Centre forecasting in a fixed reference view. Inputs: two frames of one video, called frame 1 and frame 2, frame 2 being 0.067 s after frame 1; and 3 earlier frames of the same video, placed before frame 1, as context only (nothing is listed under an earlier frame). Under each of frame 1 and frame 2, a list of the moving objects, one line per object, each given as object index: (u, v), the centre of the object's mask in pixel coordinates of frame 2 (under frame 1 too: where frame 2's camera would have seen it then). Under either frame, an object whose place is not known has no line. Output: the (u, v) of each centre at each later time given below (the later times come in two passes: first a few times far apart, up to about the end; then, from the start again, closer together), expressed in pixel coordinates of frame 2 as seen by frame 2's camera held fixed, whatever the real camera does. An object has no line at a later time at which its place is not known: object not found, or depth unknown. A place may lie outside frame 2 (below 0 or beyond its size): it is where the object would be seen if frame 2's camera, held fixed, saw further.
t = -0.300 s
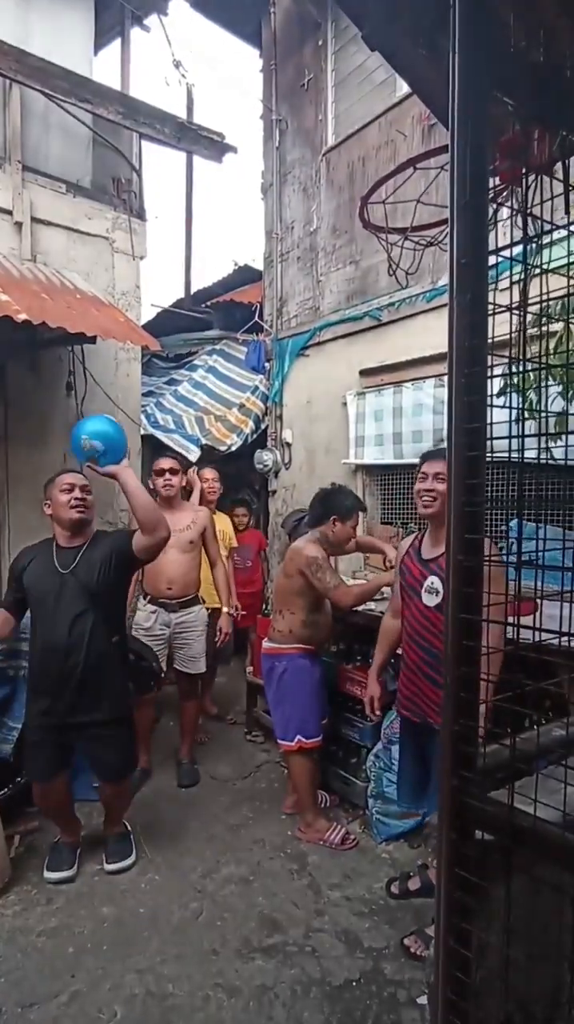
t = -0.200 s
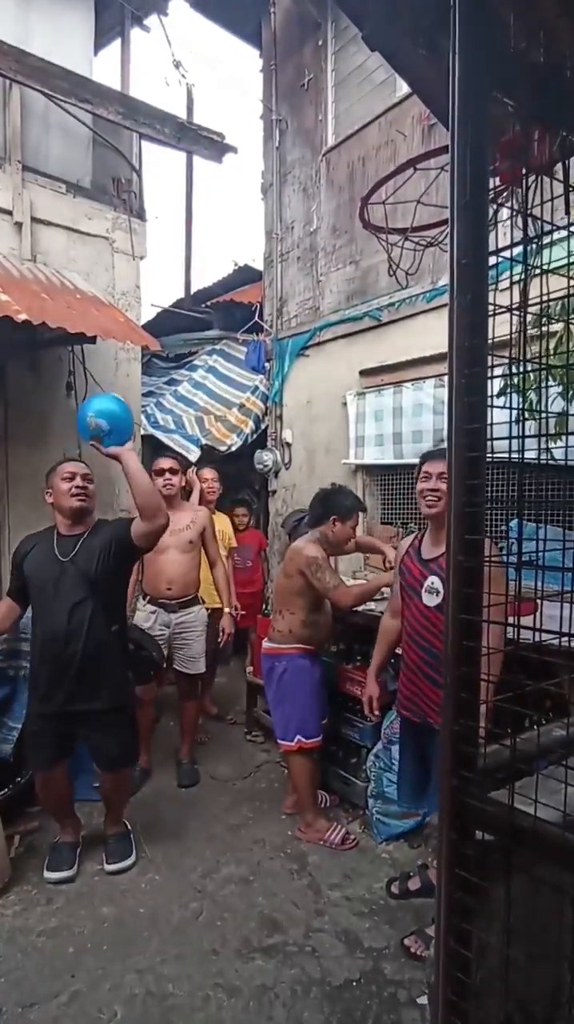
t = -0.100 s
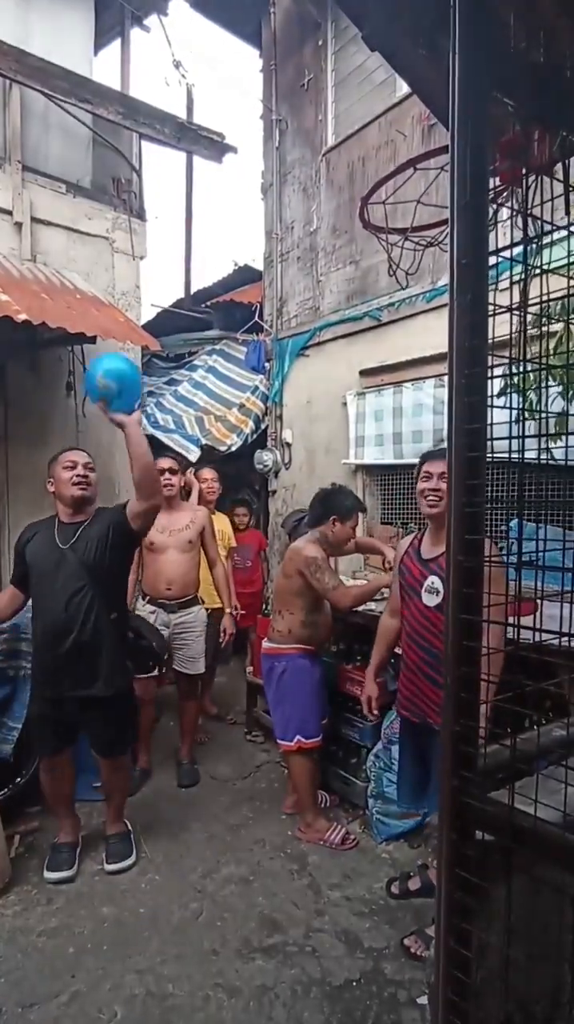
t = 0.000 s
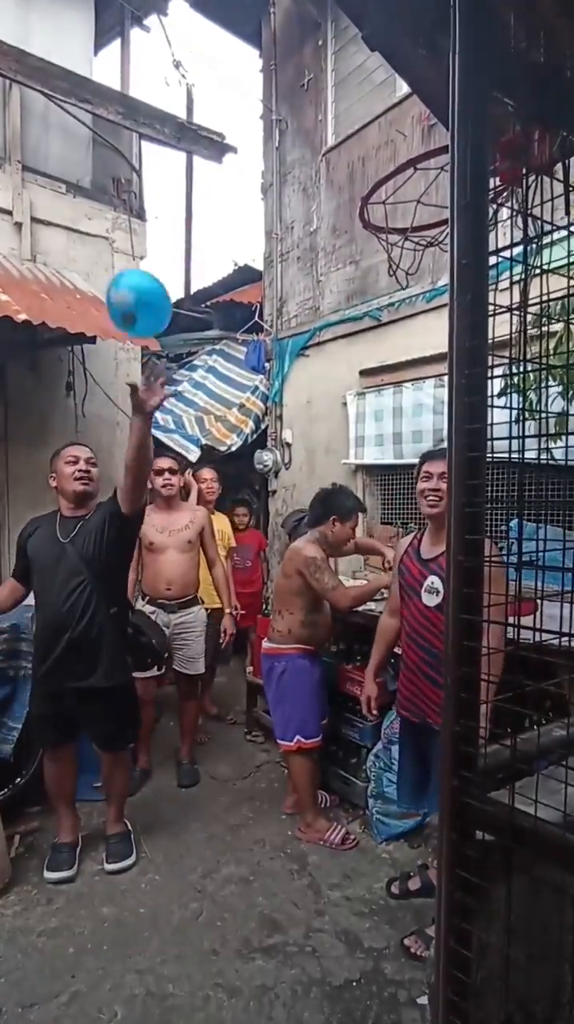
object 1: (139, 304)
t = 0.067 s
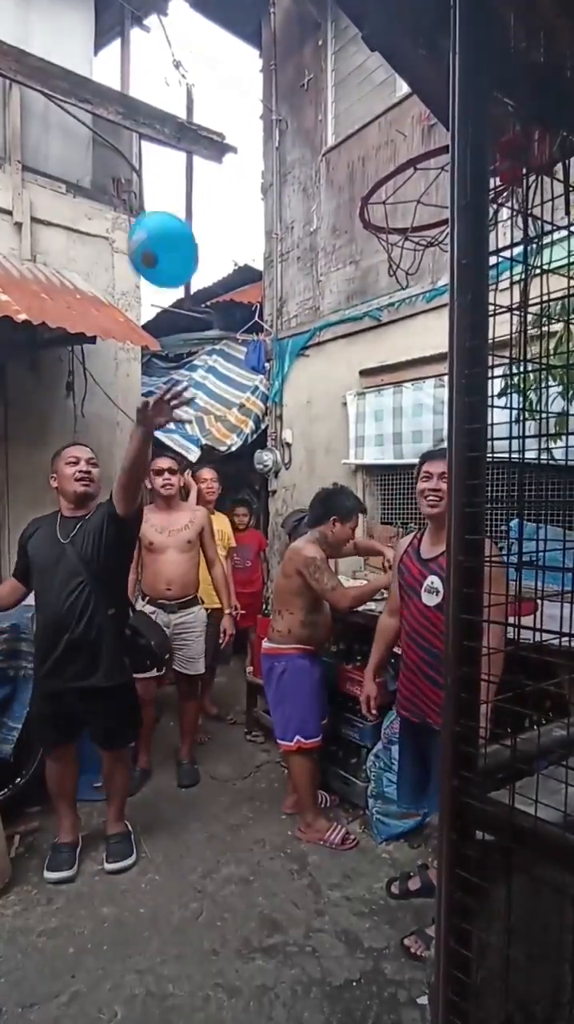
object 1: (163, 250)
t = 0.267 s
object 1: (272, 134)
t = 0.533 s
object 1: (414, 159)
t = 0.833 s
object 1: (436, 358)
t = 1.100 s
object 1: (392, 827)
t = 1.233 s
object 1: (344, 976)
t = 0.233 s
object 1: (249, 146)
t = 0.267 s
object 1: (272, 134)
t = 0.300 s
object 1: (299, 126)
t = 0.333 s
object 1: (327, 124)
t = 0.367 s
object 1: (360, 128)
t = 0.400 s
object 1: (396, 141)
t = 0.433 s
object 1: (408, 151)
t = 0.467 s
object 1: (402, 162)
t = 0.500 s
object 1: (409, 160)
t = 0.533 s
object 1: (414, 159)
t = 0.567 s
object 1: (414, 164)
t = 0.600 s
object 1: (414, 178)
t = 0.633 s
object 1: (414, 193)
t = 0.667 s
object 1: (433, 208)
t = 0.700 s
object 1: (441, 229)
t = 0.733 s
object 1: (444, 248)
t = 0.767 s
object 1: (442, 278)
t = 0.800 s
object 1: (440, 314)
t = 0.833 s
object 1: (436, 358)
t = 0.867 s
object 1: (436, 409)
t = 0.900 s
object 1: (434, 465)
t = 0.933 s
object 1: (432, 525)
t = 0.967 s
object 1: (431, 596)
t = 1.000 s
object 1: (431, 671)
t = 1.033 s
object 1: (409, 744)
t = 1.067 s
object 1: (400, 787)
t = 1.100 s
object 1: (392, 827)
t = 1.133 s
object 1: (384, 866)
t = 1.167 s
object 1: (373, 904)
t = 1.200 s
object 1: (359, 944)
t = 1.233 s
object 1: (344, 976)
